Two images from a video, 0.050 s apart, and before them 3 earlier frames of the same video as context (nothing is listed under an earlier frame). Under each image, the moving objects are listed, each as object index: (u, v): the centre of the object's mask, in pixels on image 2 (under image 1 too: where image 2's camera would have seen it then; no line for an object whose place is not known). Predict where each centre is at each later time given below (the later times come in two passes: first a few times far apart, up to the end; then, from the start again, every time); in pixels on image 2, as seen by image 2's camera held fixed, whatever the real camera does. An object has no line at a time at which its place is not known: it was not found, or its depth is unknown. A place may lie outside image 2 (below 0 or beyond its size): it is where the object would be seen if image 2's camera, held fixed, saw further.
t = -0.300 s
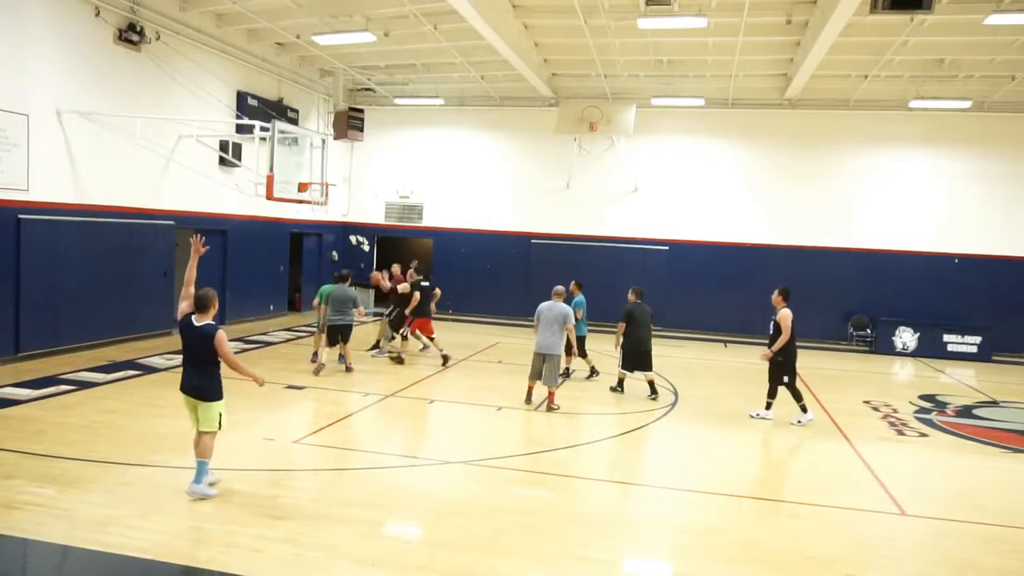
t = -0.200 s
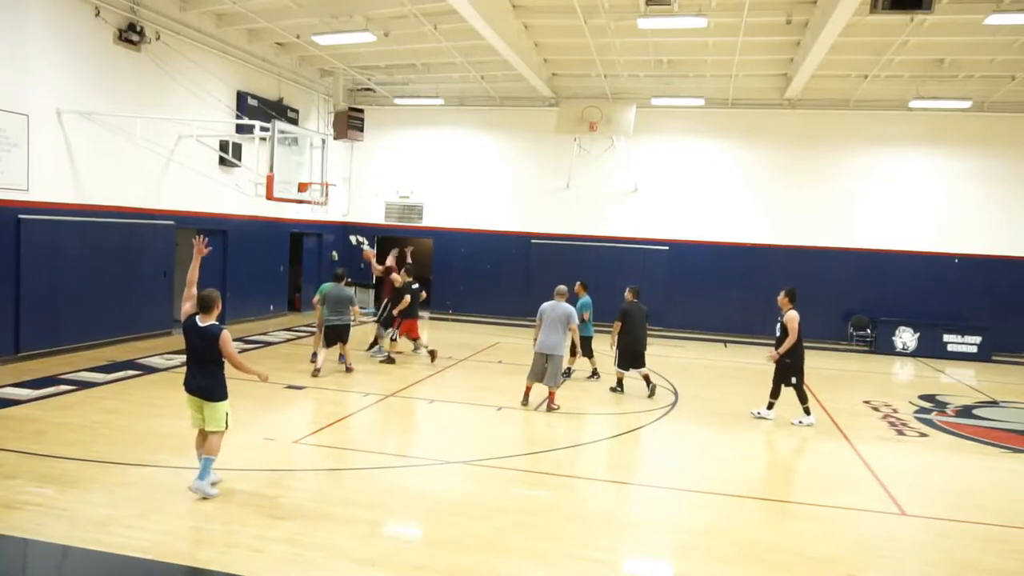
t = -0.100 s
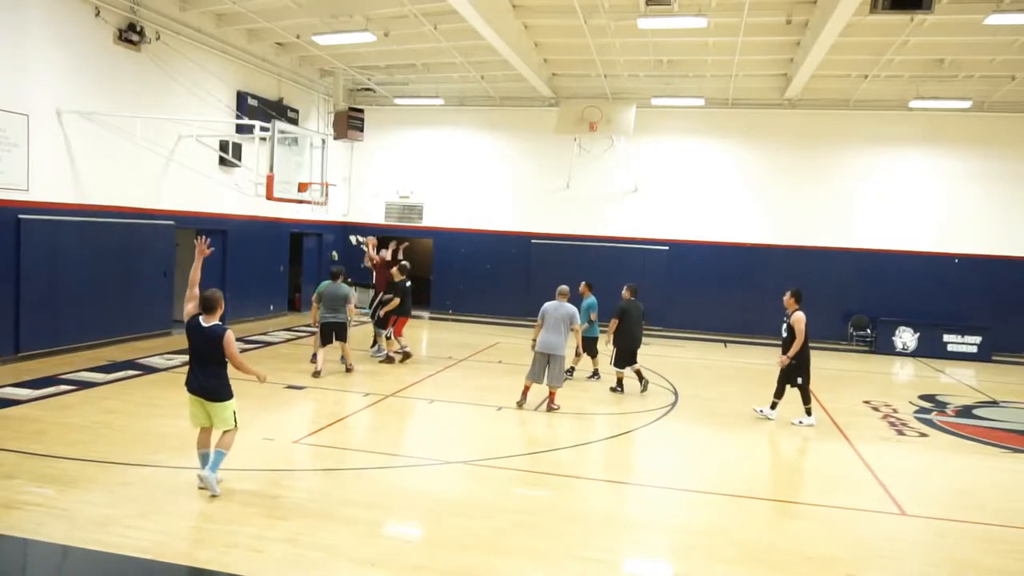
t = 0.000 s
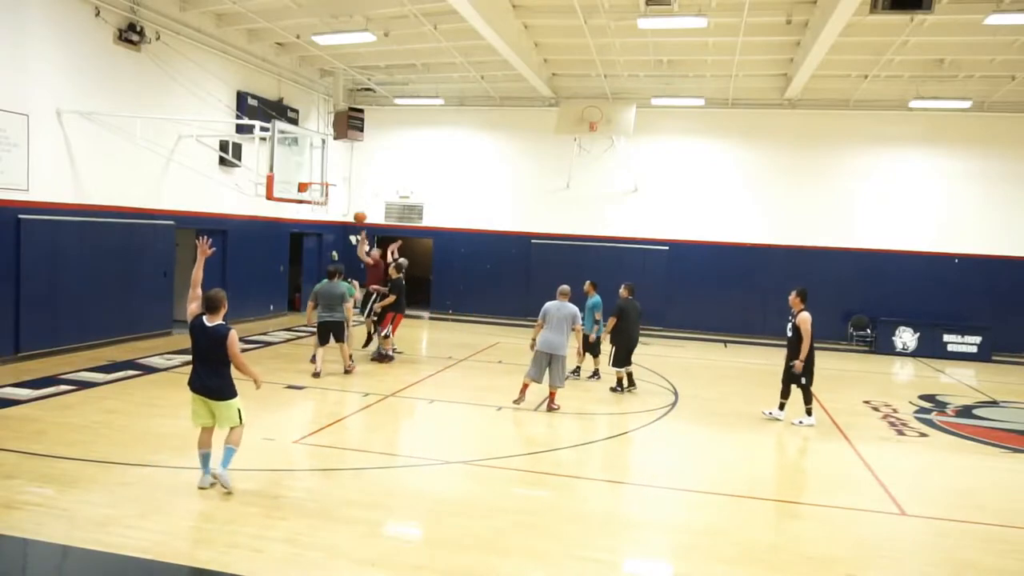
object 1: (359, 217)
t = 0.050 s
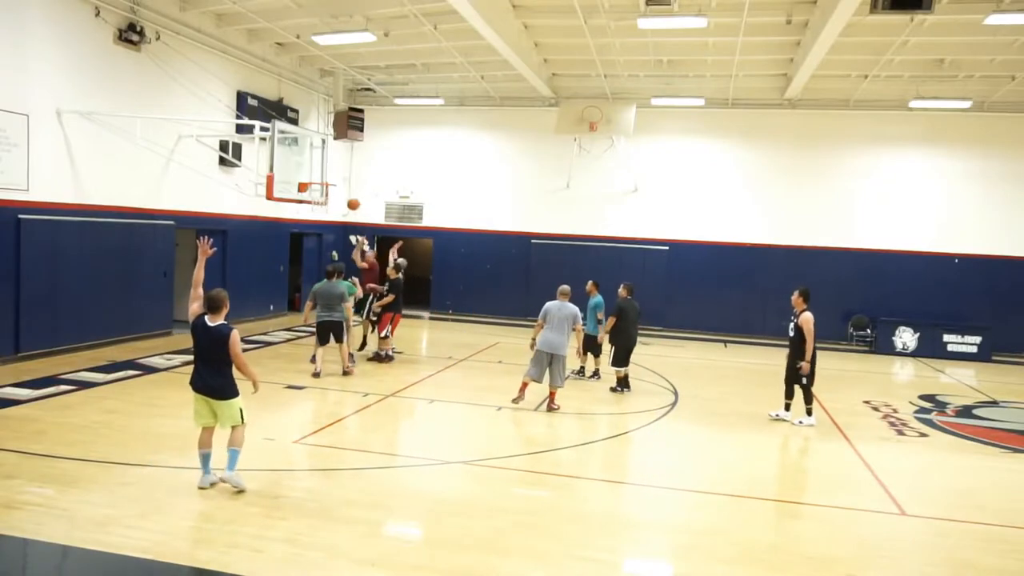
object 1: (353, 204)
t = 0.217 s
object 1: (330, 169)
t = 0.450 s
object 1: (323, 157)
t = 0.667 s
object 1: (325, 177)
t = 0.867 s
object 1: (325, 167)
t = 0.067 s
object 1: (351, 199)
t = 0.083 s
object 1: (349, 197)
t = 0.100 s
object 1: (347, 192)
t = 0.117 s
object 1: (344, 188)
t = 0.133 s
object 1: (343, 186)
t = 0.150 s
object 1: (340, 182)
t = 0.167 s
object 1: (337, 178)
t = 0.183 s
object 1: (336, 176)
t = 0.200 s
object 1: (333, 172)
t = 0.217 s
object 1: (330, 169)
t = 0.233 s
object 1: (329, 167)
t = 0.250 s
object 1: (326, 164)
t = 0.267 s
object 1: (323, 161)
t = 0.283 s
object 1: (322, 160)
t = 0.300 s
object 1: (322, 159)
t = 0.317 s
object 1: (322, 158)
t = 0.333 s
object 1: (322, 157)
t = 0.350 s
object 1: (323, 157)
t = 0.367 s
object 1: (323, 156)
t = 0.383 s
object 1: (323, 156)
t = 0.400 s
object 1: (323, 156)
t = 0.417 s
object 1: (323, 156)
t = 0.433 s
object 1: (323, 156)
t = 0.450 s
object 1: (323, 157)
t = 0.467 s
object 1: (324, 158)
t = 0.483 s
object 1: (324, 158)
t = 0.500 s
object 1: (324, 159)
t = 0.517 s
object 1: (324, 161)
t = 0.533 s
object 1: (324, 161)
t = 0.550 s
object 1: (325, 163)
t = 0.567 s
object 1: (325, 166)
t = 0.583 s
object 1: (325, 167)
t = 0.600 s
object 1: (325, 169)
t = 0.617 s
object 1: (325, 171)
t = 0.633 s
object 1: (325, 173)
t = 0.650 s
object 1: (325, 175)
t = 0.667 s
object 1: (325, 177)
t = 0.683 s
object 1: (325, 176)
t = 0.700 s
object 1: (325, 174)
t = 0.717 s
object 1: (325, 172)
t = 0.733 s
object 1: (325, 171)
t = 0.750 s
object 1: (325, 170)
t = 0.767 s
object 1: (325, 169)
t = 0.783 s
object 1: (325, 168)
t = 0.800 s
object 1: (325, 168)
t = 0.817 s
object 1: (325, 167)
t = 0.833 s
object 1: (325, 167)
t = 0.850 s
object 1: (325, 167)
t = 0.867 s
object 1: (325, 167)
